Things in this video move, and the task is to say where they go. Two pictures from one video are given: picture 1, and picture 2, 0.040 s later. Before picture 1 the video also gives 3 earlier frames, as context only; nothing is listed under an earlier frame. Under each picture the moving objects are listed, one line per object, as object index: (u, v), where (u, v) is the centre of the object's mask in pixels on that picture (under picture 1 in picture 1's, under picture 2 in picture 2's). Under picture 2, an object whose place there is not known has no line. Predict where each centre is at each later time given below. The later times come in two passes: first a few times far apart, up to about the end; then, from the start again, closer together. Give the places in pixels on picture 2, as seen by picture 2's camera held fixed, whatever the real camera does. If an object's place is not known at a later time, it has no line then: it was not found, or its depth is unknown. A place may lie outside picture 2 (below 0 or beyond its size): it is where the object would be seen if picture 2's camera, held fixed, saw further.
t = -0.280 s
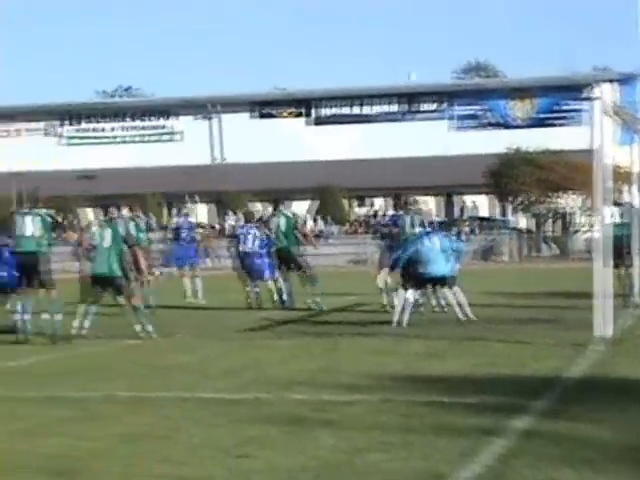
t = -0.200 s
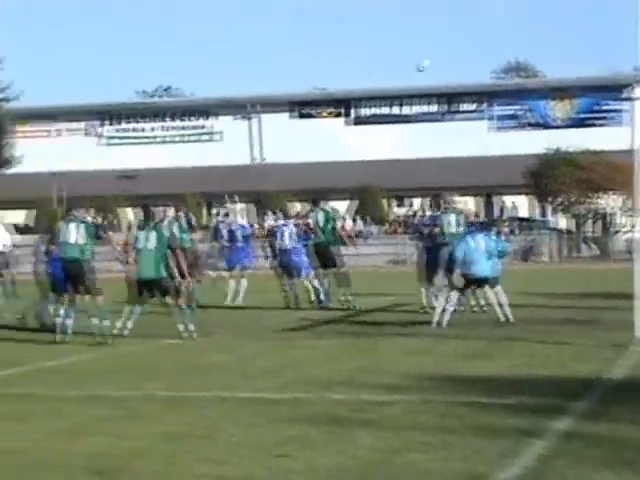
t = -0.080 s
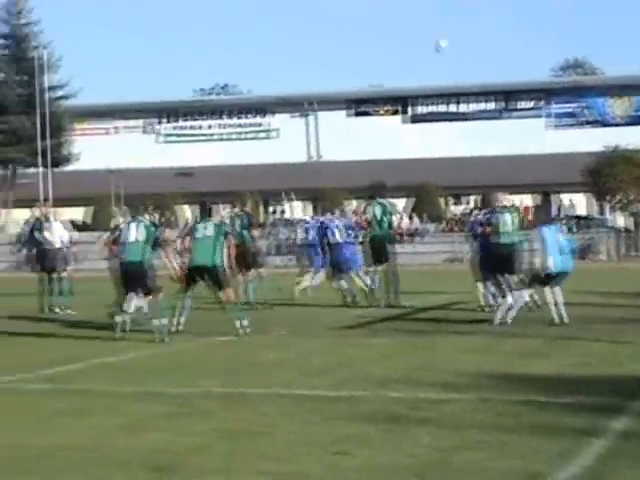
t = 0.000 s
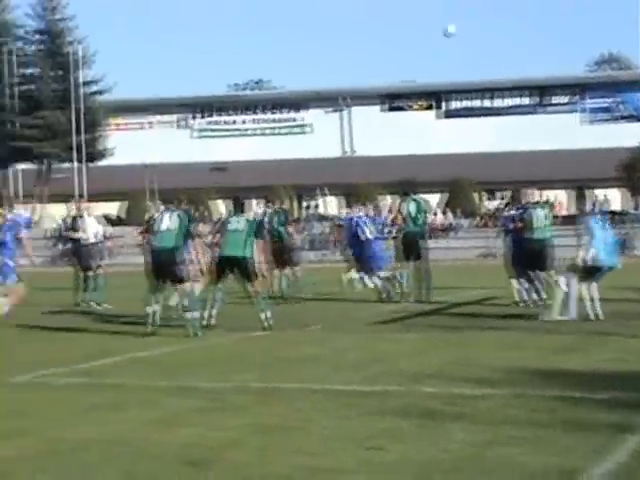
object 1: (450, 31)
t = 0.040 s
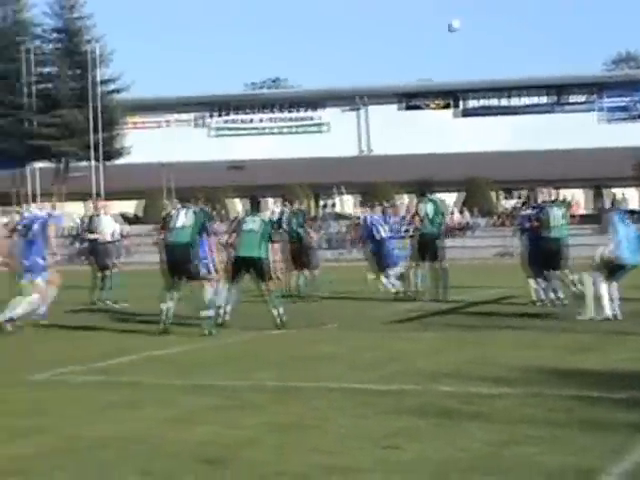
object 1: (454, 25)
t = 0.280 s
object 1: (376, 15)
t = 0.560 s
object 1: (282, 44)
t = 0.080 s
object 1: (441, 22)
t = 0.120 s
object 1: (428, 18)
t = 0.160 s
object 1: (415, 16)
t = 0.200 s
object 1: (401, 15)
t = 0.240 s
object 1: (388, 15)
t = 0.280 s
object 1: (376, 15)
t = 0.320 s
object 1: (363, 16)
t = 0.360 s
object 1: (350, 19)
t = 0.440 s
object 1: (321, 22)
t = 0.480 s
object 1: (310, 30)
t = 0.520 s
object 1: (295, 36)
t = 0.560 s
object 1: (282, 44)
